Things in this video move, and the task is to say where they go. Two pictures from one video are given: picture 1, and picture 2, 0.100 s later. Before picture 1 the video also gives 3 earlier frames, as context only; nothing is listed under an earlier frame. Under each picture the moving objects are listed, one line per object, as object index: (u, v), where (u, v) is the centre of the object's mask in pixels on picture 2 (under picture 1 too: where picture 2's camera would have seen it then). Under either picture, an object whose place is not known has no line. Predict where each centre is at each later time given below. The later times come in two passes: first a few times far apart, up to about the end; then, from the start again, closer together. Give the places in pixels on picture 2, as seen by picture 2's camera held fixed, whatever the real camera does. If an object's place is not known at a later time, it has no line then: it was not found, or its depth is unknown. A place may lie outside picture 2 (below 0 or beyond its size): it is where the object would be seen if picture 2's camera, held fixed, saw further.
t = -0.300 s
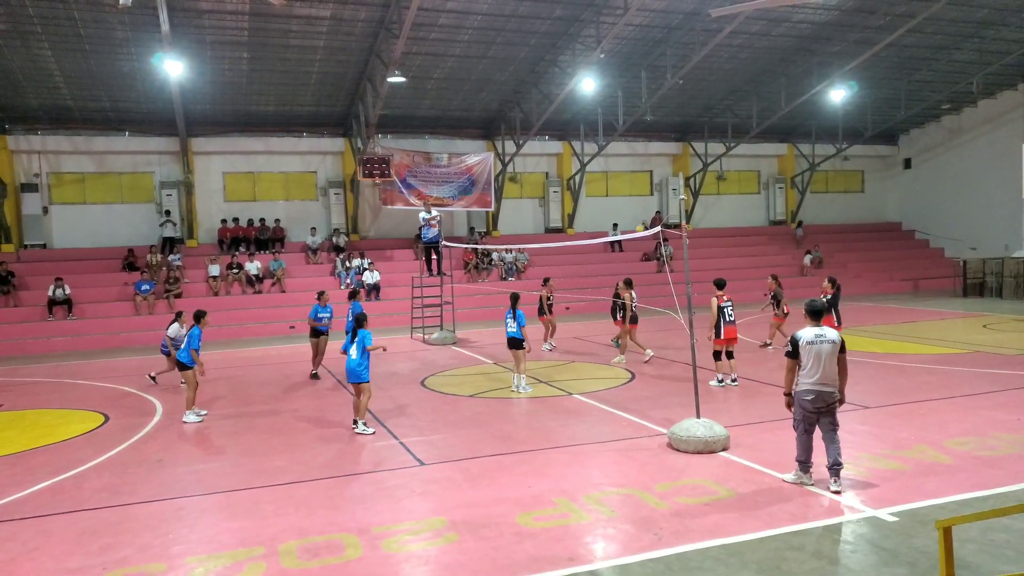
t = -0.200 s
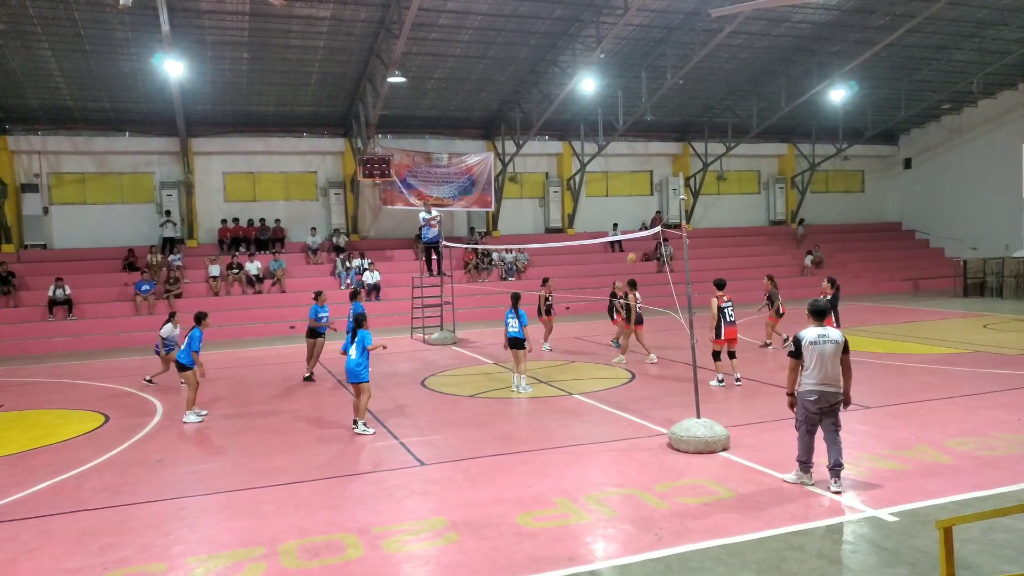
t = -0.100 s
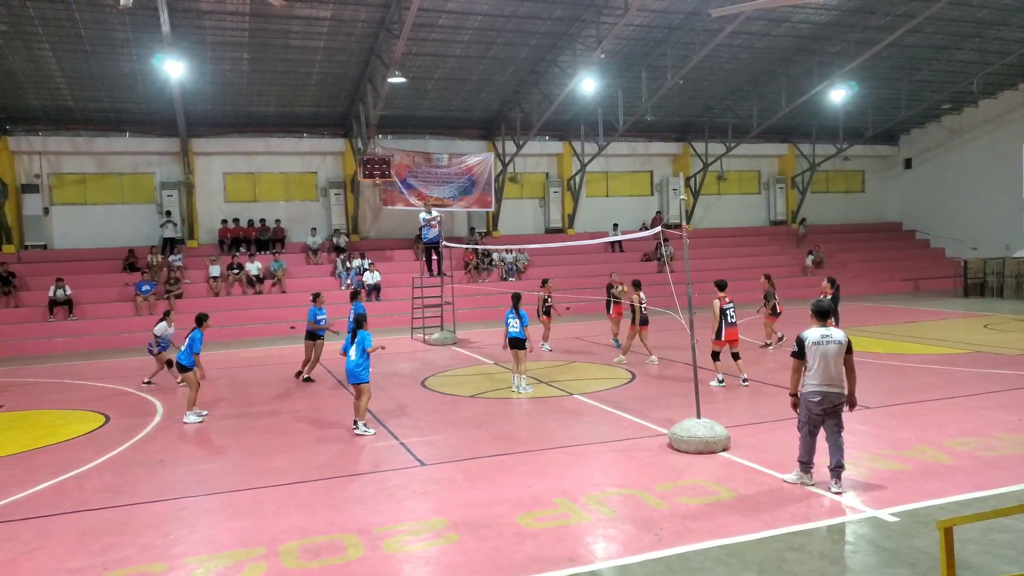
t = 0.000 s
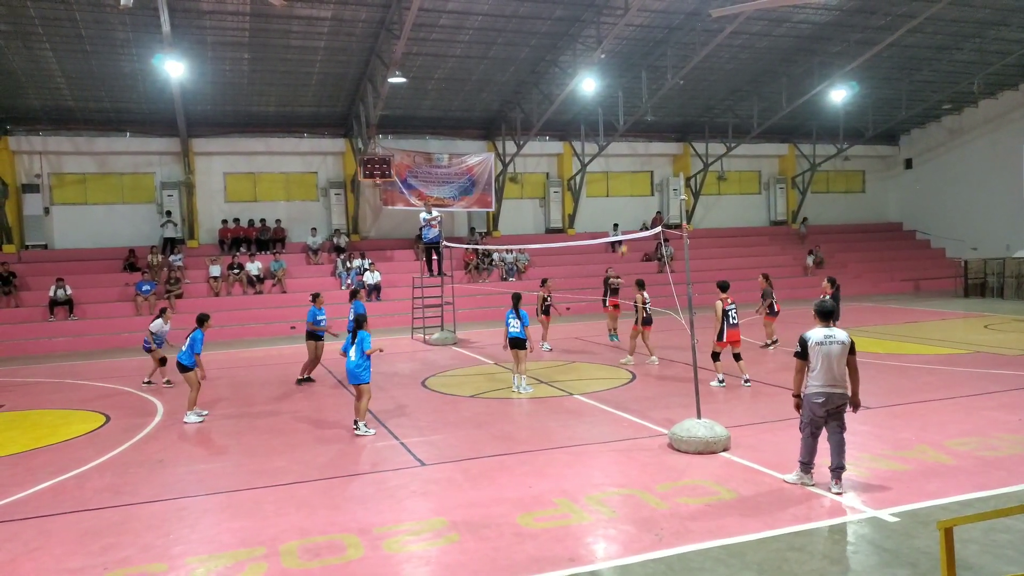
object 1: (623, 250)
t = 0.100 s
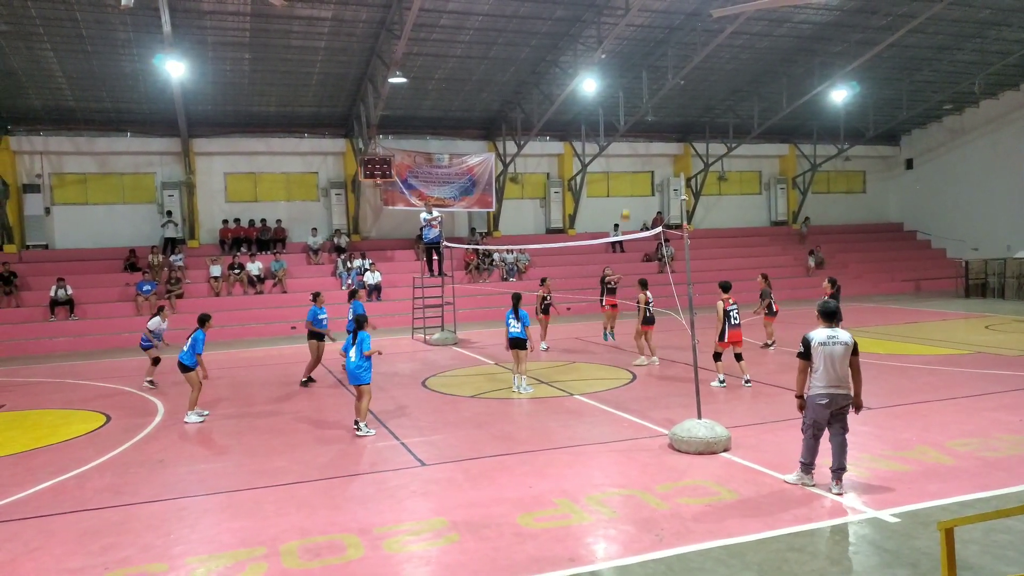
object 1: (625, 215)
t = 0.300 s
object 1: (628, 155)
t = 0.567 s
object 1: (635, 104)
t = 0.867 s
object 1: (643, 89)
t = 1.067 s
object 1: (649, 104)
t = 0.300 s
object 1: (628, 155)
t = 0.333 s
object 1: (629, 147)
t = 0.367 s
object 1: (630, 139)
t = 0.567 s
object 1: (635, 104)
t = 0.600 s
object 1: (636, 100)
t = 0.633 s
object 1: (636, 96)
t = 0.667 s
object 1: (637, 94)
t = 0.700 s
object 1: (638, 92)
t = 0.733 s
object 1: (639, 89)
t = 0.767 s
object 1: (640, 89)
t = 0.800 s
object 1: (641, 89)
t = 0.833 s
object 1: (642, 88)
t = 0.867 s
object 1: (643, 89)
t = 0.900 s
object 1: (644, 90)
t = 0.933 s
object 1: (646, 91)
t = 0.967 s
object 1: (647, 95)
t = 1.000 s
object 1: (648, 98)
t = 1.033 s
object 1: (649, 99)
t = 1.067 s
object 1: (649, 104)
